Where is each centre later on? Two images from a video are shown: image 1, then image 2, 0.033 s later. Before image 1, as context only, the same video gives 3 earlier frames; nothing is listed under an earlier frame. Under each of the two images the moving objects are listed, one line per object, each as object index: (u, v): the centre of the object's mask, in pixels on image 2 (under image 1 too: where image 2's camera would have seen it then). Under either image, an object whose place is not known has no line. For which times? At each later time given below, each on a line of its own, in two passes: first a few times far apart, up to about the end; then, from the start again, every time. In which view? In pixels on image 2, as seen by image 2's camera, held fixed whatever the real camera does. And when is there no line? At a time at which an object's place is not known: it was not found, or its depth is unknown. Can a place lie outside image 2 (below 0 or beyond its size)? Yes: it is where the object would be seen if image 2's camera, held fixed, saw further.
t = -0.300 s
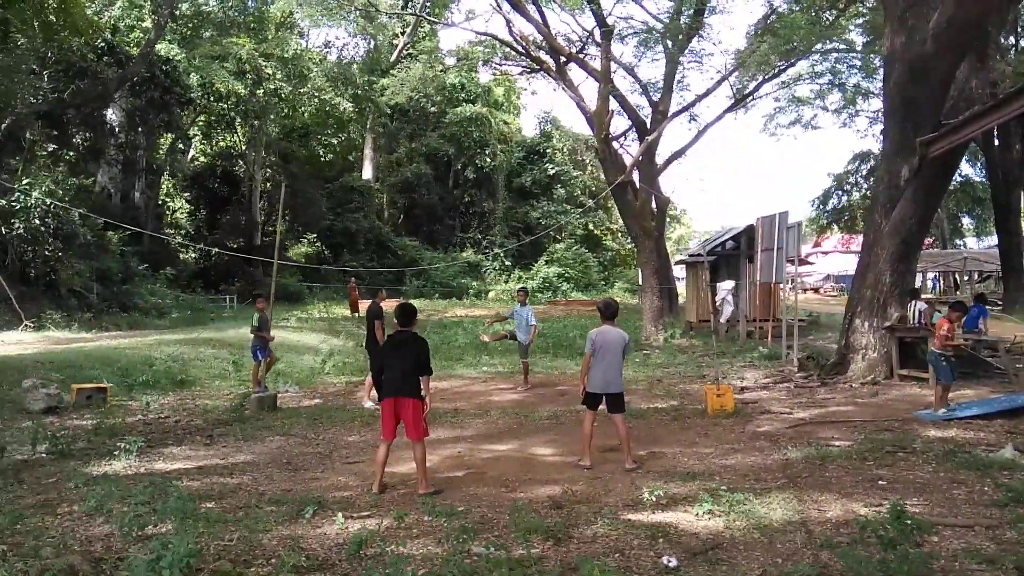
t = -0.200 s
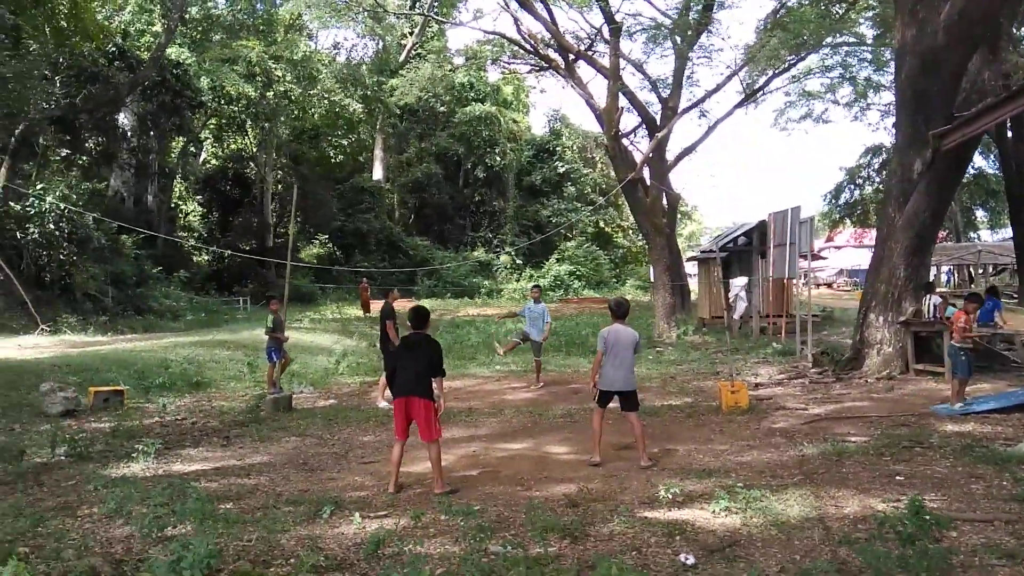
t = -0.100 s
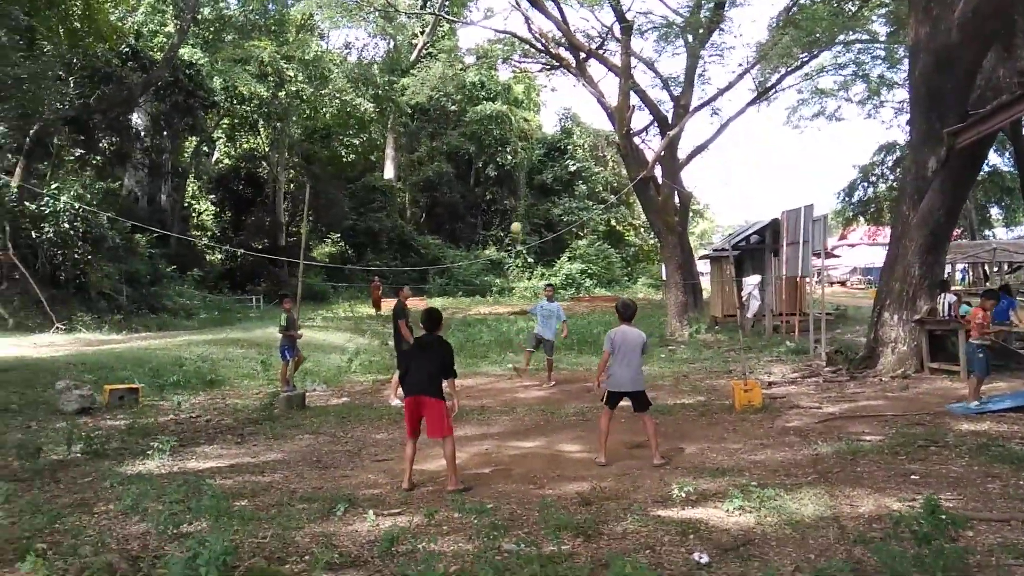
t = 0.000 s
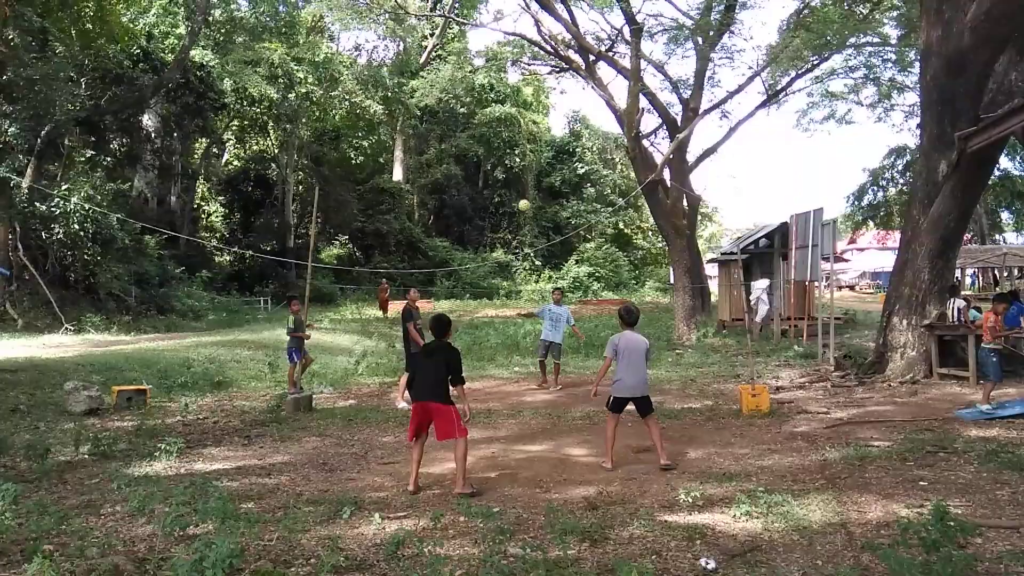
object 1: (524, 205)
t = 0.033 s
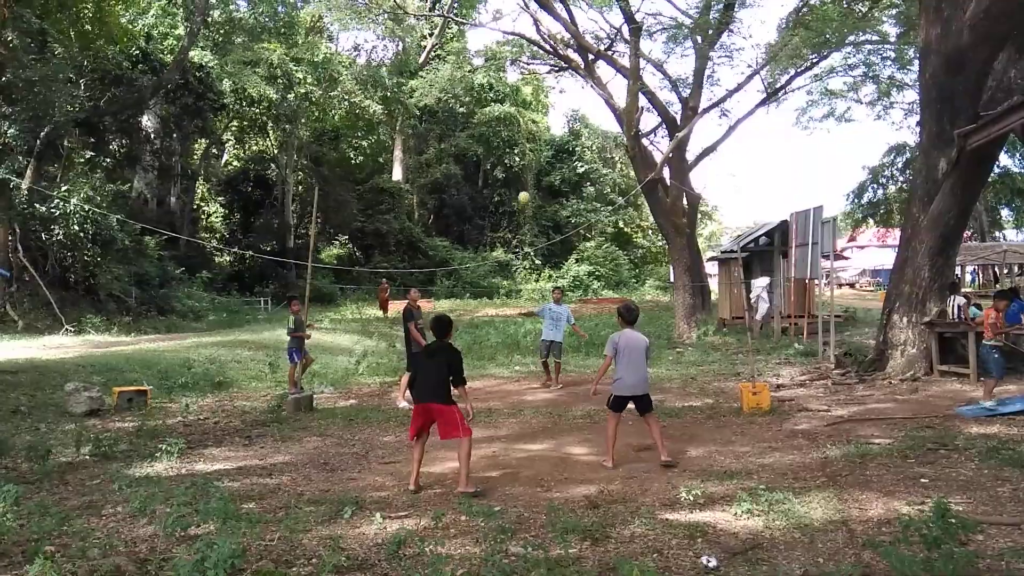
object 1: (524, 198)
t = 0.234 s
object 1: (525, 173)
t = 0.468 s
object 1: (528, 188)
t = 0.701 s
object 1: (535, 275)
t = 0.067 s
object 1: (524, 191)
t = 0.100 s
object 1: (524, 186)
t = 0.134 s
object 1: (525, 181)
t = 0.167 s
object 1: (525, 178)
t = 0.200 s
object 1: (525, 175)
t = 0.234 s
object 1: (525, 173)
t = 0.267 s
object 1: (525, 171)
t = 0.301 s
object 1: (526, 171)
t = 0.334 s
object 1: (526, 172)
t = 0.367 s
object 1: (526, 174)
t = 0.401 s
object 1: (527, 177)
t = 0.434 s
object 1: (528, 183)
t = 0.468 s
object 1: (528, 188)
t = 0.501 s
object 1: (529, 195)
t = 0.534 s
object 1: (530, 204)
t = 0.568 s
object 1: (531, 215)
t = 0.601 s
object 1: (531, 227)
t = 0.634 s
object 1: (532, 242)
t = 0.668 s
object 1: (534, 257)
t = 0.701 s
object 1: (535, 275)
